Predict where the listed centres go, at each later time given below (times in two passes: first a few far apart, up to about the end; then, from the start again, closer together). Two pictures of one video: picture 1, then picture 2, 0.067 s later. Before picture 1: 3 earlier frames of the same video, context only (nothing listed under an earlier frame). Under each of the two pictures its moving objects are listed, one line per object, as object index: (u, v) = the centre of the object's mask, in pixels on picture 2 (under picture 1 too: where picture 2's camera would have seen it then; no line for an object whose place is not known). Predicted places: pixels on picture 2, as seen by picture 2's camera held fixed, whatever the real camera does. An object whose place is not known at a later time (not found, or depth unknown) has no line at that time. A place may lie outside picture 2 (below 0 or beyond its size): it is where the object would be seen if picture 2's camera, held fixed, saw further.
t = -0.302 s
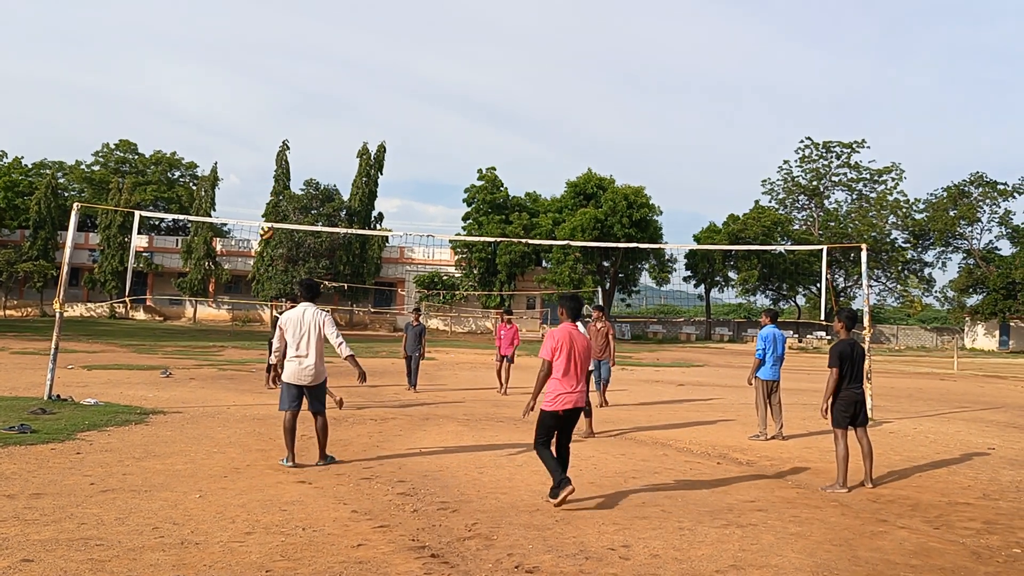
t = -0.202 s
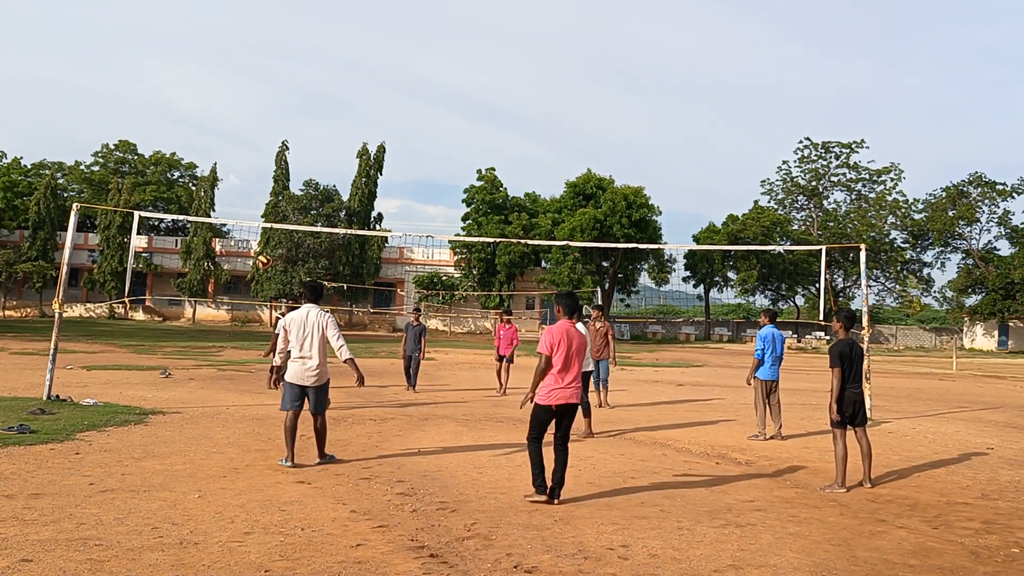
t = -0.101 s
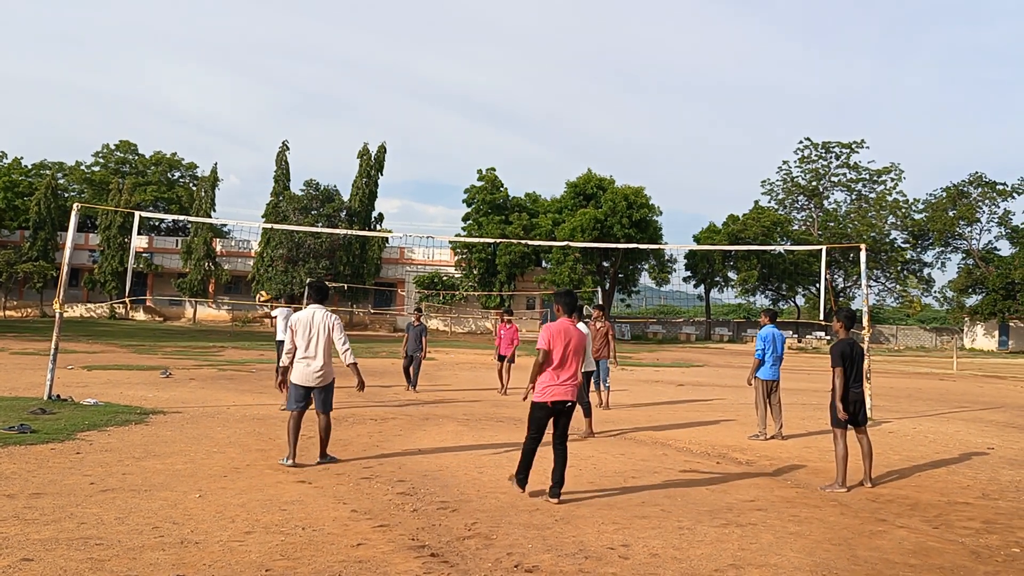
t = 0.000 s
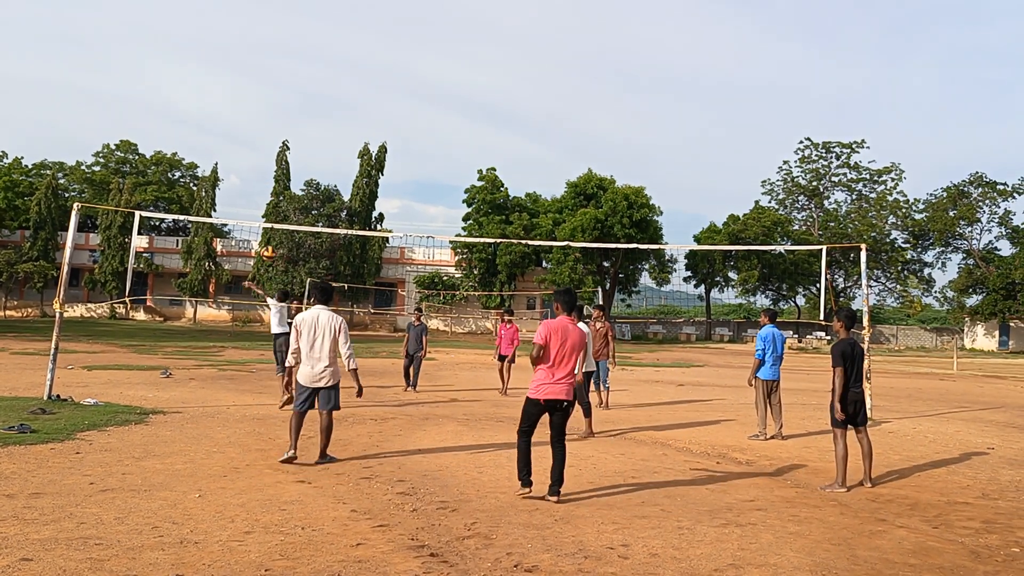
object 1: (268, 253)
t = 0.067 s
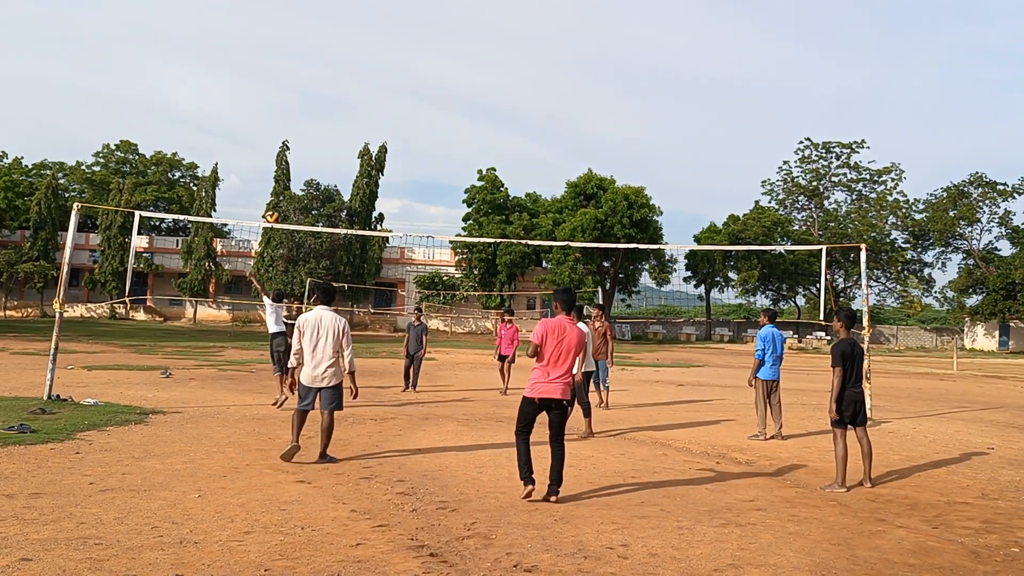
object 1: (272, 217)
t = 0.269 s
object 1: (282, 135)
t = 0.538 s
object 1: (293, 71)
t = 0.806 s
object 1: (301, 58)
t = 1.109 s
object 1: (307, 95)
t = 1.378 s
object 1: (309, 174)
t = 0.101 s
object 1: (274, 202)
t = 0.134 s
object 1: (275, 186)
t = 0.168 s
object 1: (277, 172)
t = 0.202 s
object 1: (279, 159)
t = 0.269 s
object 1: (282, 135)
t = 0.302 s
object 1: (284, 124)
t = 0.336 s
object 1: (285, 114)
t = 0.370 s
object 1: (287, 105)
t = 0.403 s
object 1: (289, 96)
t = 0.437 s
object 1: (290, 89)
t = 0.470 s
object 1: (291, 82)
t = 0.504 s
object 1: (292, 76)
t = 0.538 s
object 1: (293, 71)
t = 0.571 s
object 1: (294, 67)
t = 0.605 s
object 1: (295, 63)
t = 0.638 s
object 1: (297, 61)
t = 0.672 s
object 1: (297, 59)
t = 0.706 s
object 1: (299, 57)
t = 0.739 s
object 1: (299, 57)
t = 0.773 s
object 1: (300, 57)
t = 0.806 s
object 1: (301, 58)
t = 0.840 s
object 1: (302, 59)
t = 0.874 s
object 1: (302, 61)
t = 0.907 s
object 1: (303, 64)
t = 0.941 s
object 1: (304, 68)
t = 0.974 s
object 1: (305, 72)
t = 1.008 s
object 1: (305, 77)
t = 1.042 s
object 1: (306, 82)
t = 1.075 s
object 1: (306, 88)
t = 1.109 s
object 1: (307, 95)
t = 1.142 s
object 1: (308, 103)
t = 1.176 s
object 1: (308, 111)
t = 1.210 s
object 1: (308, 121)
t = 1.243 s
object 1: (309, 130)
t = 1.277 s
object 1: (309, 140)
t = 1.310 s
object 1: (309, 151)
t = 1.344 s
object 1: (309, 163)
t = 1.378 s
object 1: (309, 174)
